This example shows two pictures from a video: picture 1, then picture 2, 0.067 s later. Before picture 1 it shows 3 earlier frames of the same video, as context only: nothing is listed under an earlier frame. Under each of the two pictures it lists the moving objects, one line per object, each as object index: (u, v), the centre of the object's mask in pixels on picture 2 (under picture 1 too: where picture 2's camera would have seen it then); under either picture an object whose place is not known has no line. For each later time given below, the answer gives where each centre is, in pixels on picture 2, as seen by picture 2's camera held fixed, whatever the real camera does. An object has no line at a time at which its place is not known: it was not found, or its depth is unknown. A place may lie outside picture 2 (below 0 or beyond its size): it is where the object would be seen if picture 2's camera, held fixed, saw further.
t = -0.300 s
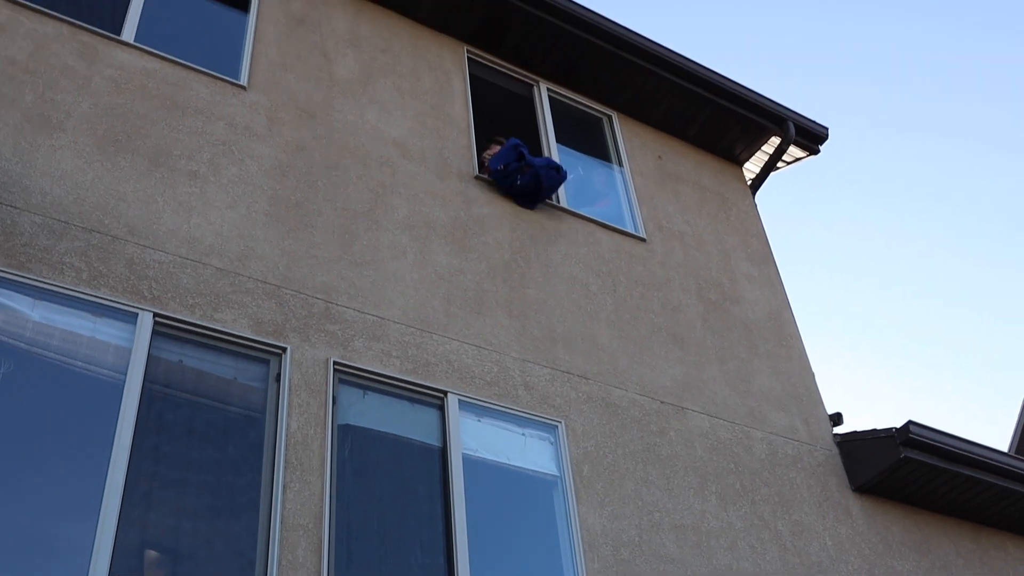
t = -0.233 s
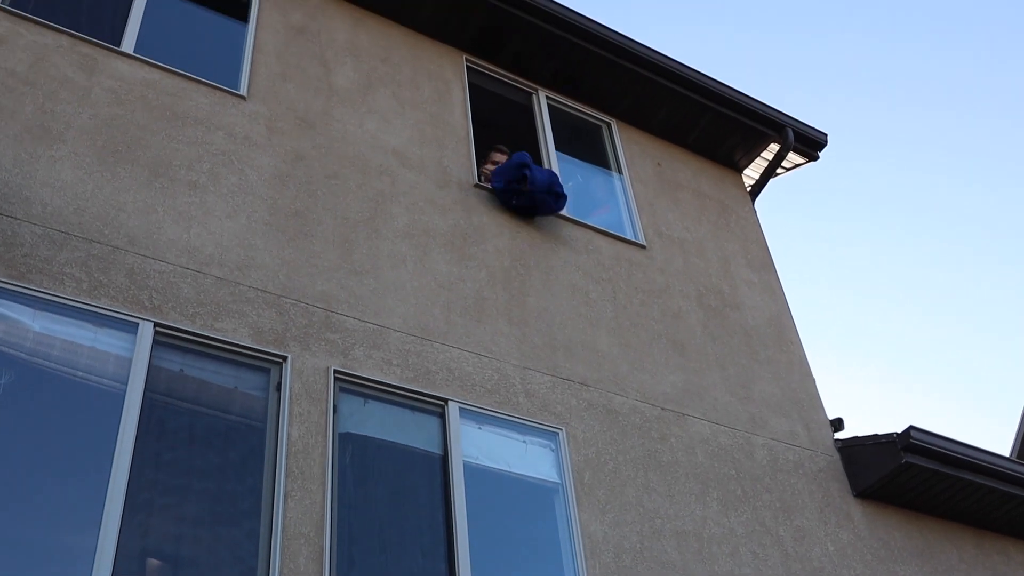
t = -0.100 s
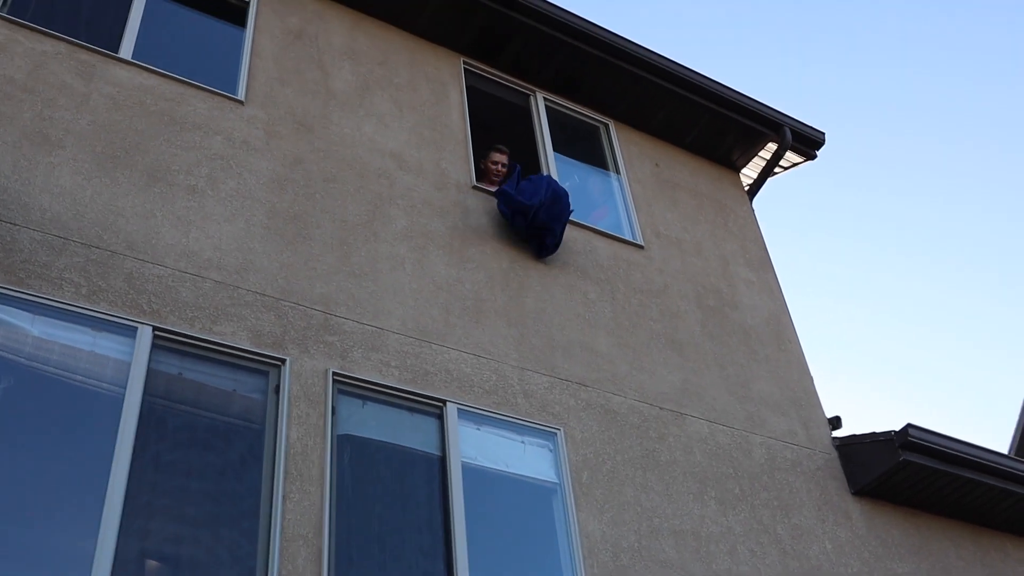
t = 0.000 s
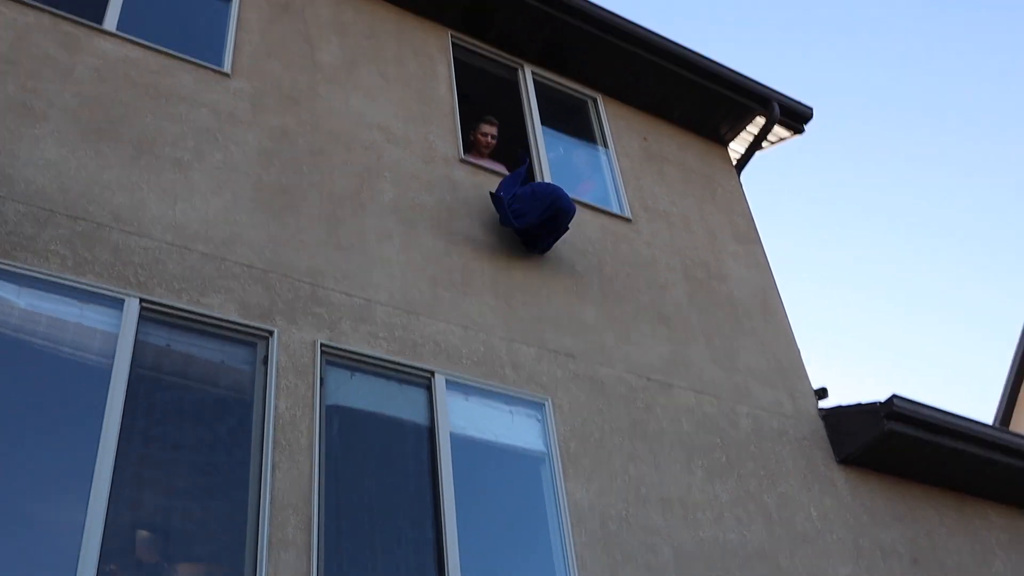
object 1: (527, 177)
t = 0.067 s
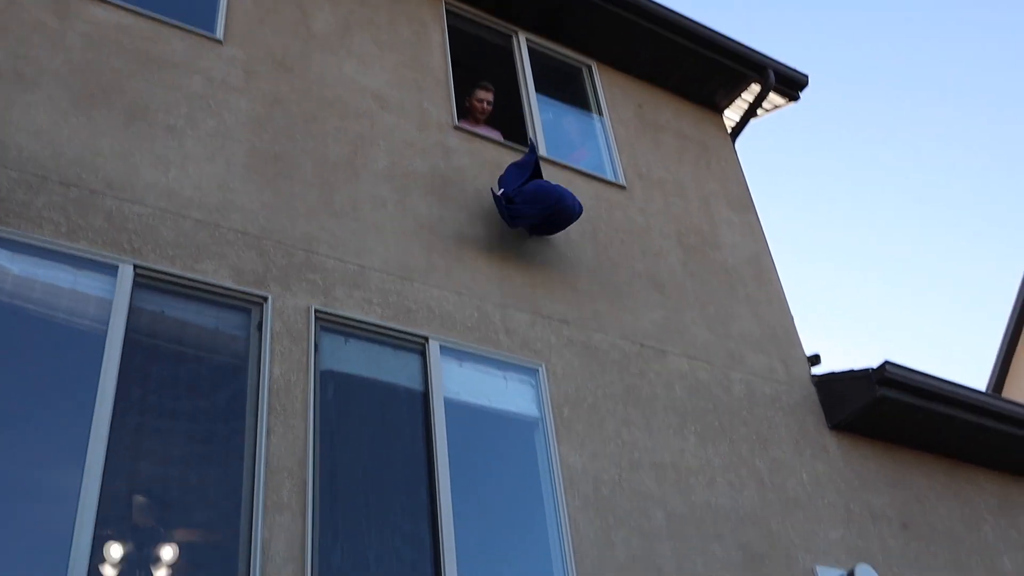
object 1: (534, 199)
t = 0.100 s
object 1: (539, 212)
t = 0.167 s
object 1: (548, 250)
